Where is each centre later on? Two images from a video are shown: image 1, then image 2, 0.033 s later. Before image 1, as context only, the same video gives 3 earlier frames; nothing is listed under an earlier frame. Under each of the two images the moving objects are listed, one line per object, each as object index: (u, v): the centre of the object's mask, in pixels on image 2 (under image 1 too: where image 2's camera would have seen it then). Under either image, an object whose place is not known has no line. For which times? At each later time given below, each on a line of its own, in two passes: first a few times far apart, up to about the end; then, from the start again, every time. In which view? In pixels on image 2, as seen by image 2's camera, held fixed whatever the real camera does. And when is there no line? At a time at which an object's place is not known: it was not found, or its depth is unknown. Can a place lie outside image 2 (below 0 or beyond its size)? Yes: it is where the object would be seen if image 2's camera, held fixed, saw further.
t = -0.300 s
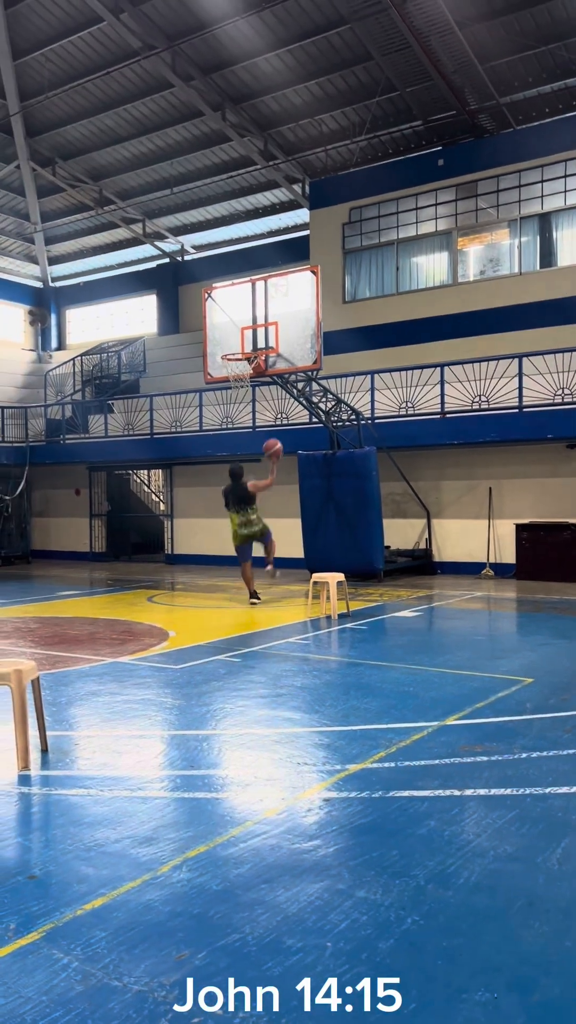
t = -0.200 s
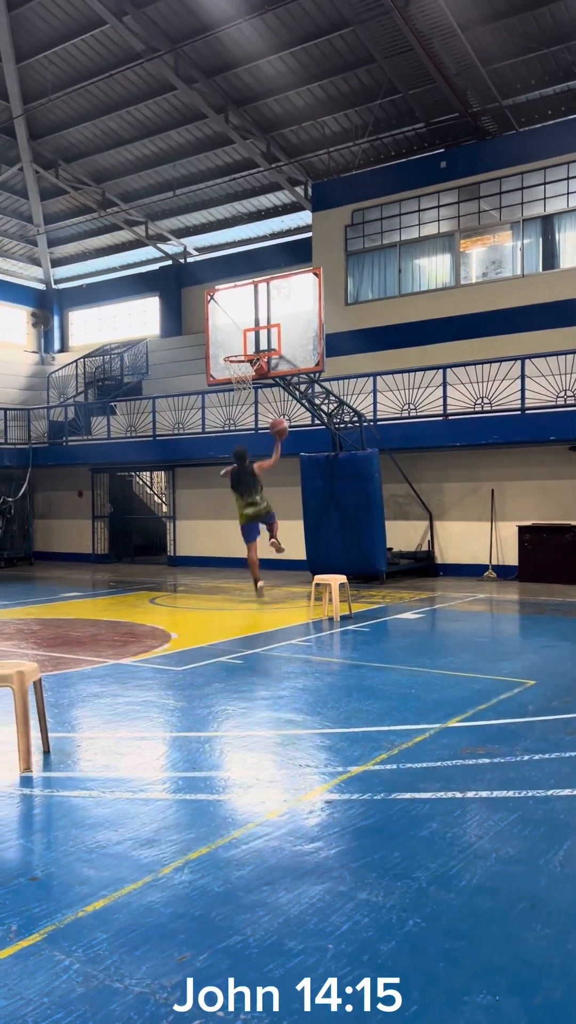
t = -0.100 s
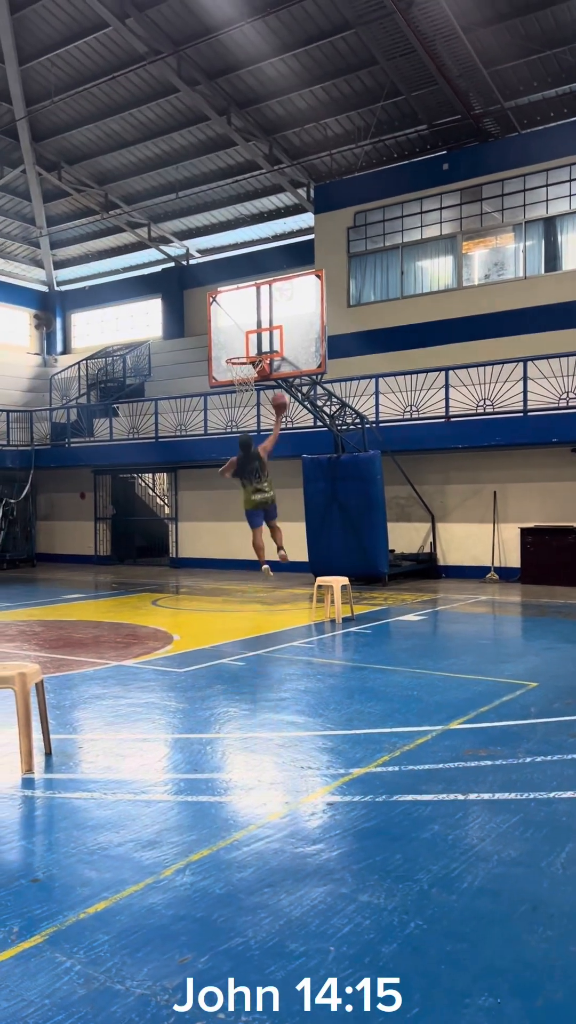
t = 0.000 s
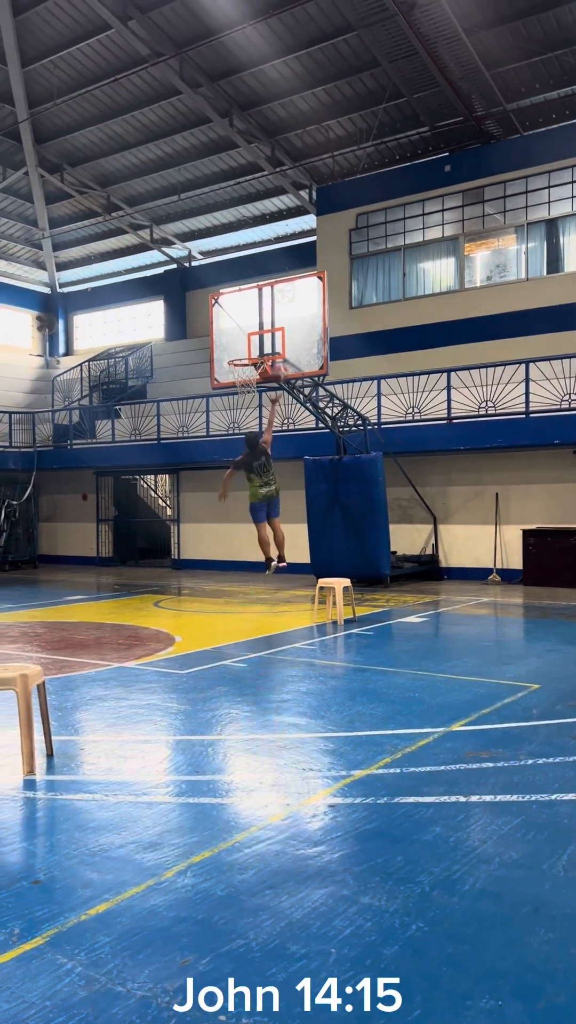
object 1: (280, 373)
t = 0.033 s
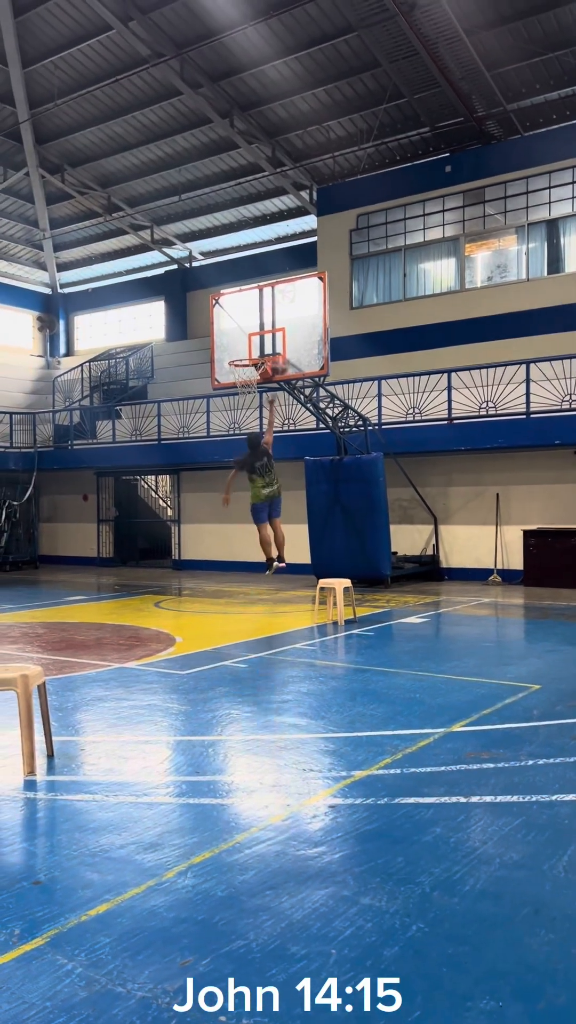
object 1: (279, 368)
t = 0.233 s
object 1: (274, 339)
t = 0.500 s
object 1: (247, 350)
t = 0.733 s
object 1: (236, 385)
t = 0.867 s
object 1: (240, 407)
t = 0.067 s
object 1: (279, 358)
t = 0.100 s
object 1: (278, 353)
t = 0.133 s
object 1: (276, 348)
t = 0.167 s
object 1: (276, 344)
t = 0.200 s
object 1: (275, 341)
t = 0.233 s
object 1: (274, 339)
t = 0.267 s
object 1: (272, 337)
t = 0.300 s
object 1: (268, 336)
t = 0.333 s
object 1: (265, 337)
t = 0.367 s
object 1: (261, 338)
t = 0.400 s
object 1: (258, 339)
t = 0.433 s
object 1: (255, 342)
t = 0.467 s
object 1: (251, 346)
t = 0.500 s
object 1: (247, 350)
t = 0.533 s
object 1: (243, 354)
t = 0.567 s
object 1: (240, 362)
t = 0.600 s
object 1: (237, 369)
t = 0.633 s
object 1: (234, 375)
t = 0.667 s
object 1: (234, 380)
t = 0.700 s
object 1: (234, 382)
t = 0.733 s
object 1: (236, 385)
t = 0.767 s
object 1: (237, 391)
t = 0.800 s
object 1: (238, 394)
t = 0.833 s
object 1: (239, 399)
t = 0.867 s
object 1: (240, 407)
